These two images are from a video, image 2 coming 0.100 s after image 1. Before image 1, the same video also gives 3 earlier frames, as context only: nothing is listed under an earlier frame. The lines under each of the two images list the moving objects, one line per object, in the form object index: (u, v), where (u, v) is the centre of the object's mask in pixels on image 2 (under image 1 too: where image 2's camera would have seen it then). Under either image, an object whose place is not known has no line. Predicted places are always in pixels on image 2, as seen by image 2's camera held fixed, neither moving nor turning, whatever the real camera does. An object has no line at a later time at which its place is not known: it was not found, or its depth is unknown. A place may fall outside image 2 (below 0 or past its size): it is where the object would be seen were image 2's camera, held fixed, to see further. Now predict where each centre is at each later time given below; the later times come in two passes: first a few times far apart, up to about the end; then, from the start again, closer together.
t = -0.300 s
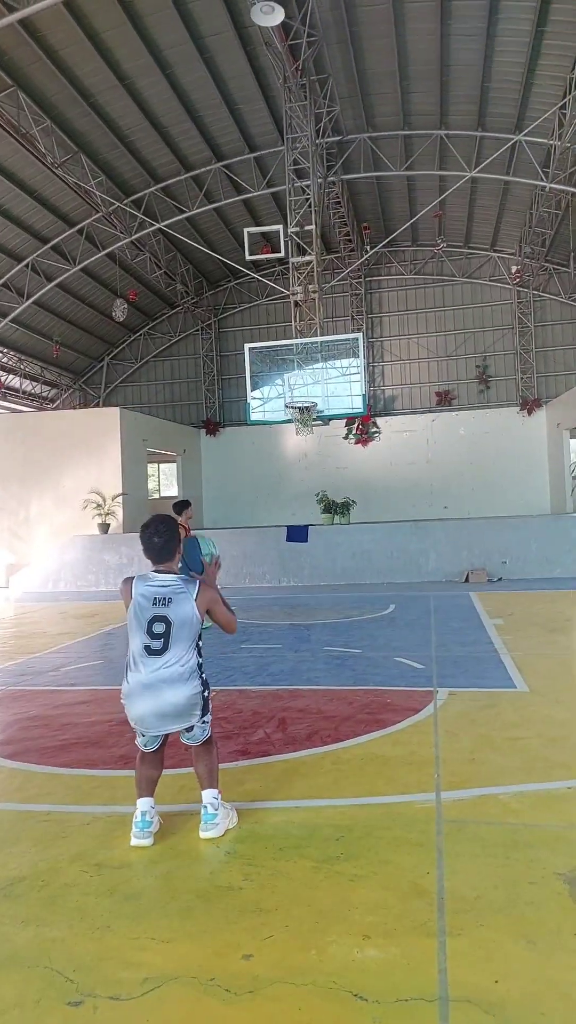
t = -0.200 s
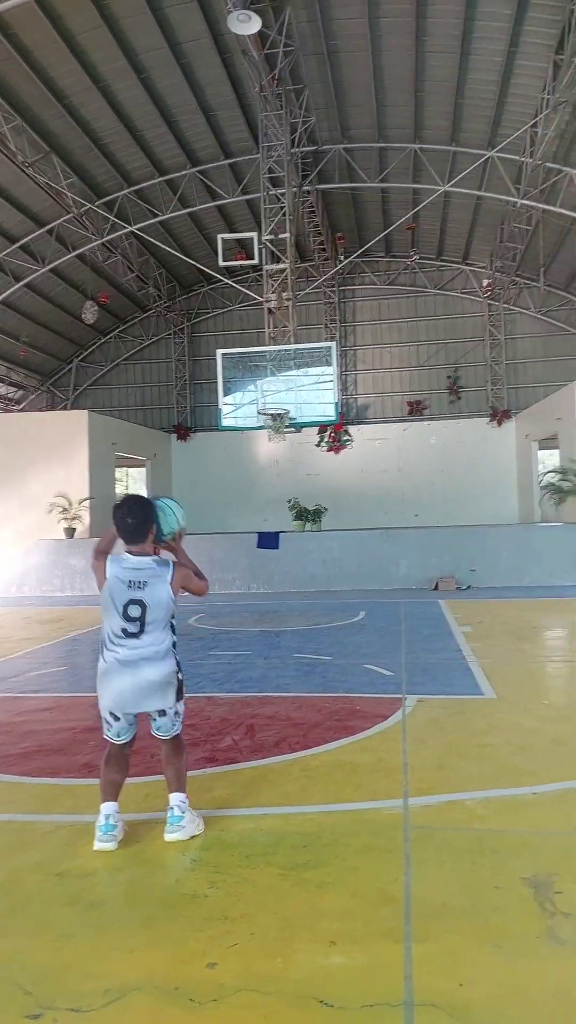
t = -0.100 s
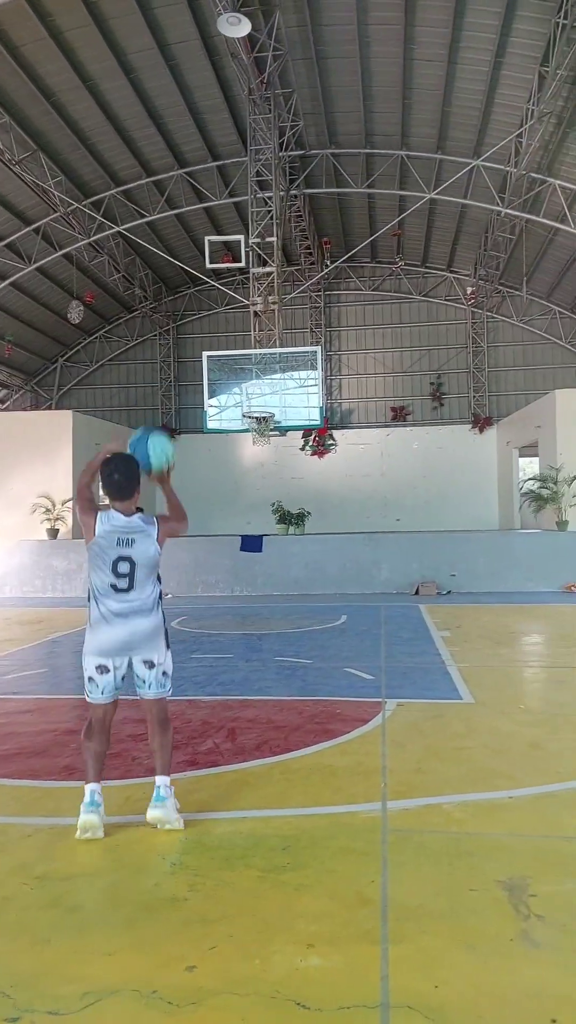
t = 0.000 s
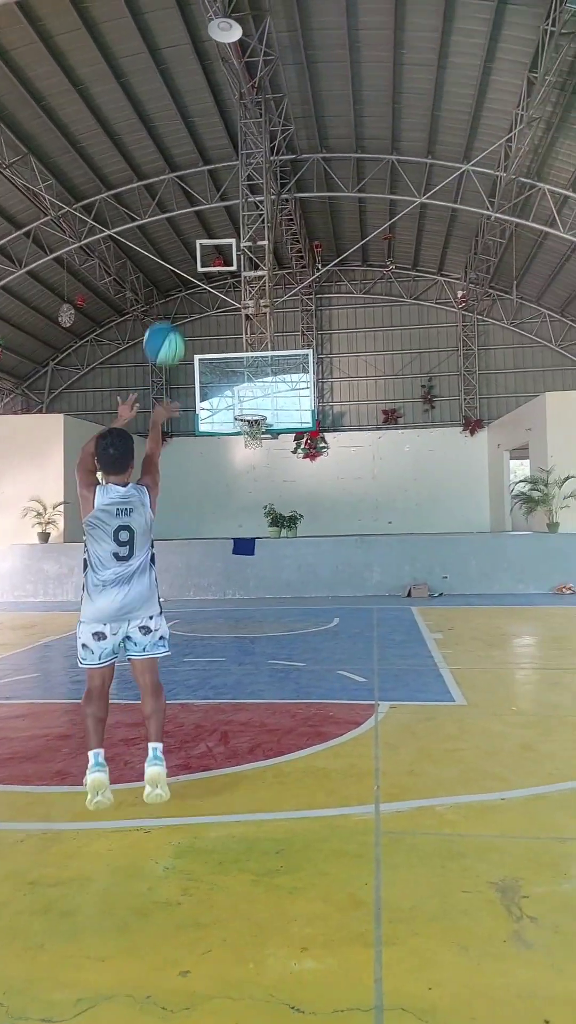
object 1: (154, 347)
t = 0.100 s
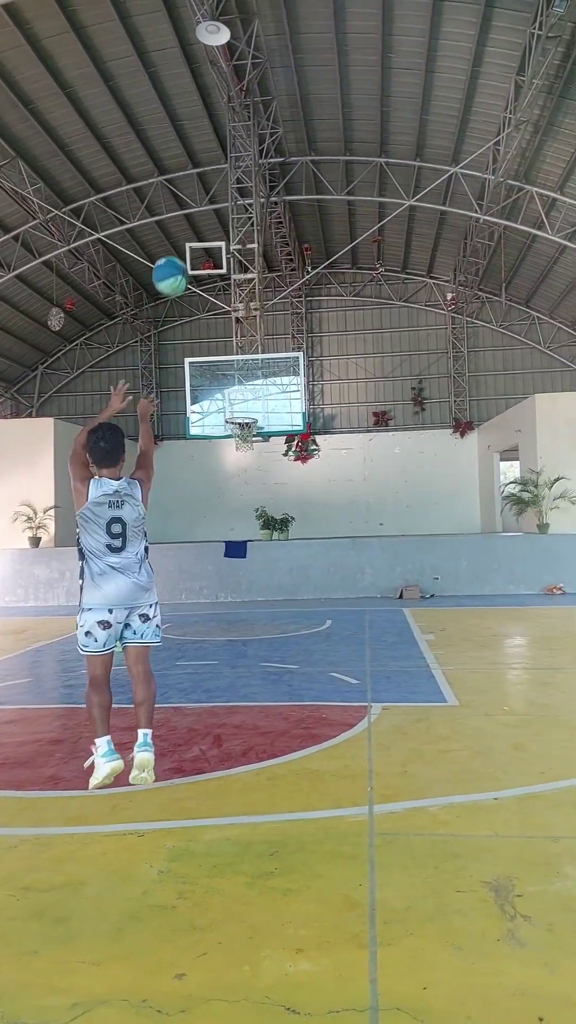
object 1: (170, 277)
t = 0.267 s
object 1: (191, 218)
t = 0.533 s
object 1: (210, 205)
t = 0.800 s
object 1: (224, 256)
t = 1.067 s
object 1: (235, 343)
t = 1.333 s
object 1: (245, 433)
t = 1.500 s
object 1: (242, 452)
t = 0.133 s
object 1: (175, 259)
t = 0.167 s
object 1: (179, 245)
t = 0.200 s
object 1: (184, 234)
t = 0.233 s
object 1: (188, 225)
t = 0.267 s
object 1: (191, 218)
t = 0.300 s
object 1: (195, 211)
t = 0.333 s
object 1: (197, 207)
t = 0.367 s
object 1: (200, 204)
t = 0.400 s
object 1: (203, 202)
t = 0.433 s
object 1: (205, 201)
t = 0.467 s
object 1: (206, 201)
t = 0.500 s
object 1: (208, 203)
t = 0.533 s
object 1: (210, 205)
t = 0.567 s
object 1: (212, 209)
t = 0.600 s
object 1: (214, 214)
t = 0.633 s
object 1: (216, 219)
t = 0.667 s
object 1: (217, 226)
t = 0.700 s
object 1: (220, 232)
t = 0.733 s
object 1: (222, 240)
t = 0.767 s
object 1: (223, 247)
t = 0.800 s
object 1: (224, 256)
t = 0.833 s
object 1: (227, 265)
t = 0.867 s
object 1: (228, 275)
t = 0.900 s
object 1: (229, 285)
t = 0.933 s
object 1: (230, 295)
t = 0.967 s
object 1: (232, 307)
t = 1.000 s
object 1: (233, 320)
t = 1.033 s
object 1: (235, 332)
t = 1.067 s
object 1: (235, 343)
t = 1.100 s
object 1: (238, 356)
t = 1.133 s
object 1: (238, 371)
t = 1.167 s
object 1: (241, 382)
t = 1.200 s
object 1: (242, 396)
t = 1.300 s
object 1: (245, 432)
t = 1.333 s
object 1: (245, 433)
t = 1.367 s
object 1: (245, 437)
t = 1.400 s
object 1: (244, 439)
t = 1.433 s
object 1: (243, 443)
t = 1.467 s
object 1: (243, 446)
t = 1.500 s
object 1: (242, 452)
